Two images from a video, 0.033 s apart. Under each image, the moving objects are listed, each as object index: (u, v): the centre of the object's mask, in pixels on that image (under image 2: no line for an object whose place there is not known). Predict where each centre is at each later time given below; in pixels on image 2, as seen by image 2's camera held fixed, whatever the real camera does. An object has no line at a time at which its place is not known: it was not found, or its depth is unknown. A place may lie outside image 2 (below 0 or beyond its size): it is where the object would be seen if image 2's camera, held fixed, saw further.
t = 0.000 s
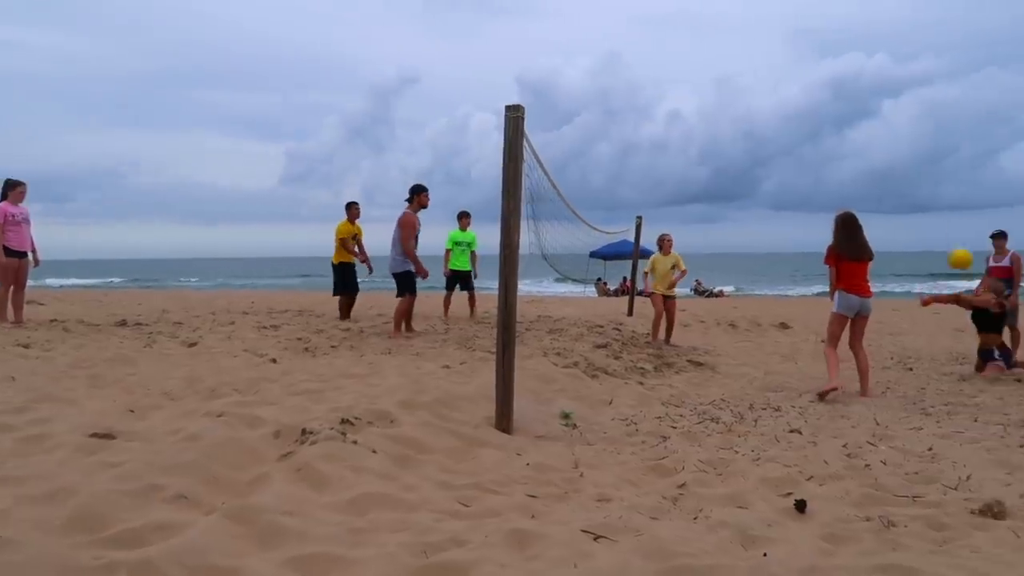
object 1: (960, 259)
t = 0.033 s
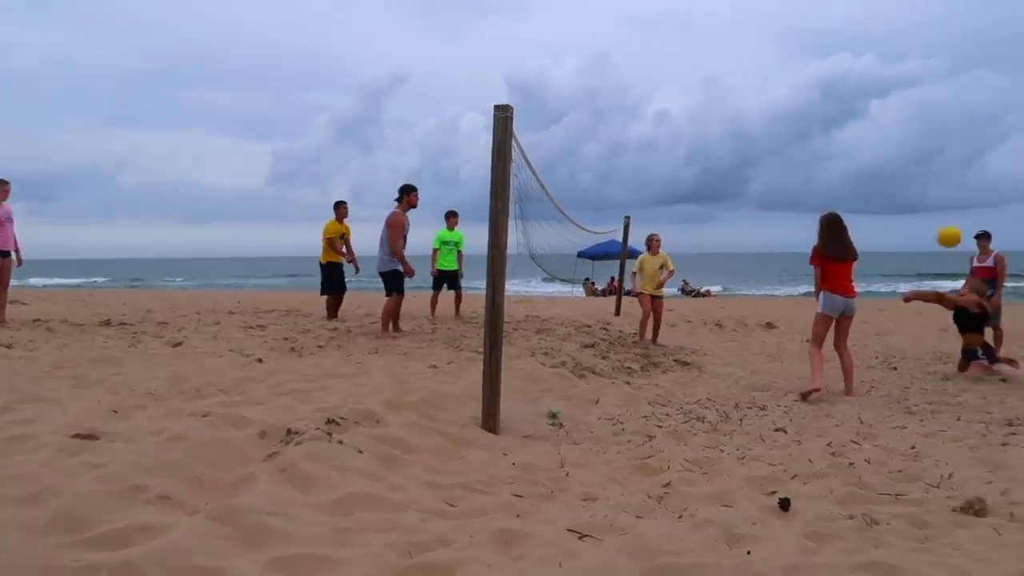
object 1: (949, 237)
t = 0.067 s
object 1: (954, 215)
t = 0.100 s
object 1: (953, 196)
